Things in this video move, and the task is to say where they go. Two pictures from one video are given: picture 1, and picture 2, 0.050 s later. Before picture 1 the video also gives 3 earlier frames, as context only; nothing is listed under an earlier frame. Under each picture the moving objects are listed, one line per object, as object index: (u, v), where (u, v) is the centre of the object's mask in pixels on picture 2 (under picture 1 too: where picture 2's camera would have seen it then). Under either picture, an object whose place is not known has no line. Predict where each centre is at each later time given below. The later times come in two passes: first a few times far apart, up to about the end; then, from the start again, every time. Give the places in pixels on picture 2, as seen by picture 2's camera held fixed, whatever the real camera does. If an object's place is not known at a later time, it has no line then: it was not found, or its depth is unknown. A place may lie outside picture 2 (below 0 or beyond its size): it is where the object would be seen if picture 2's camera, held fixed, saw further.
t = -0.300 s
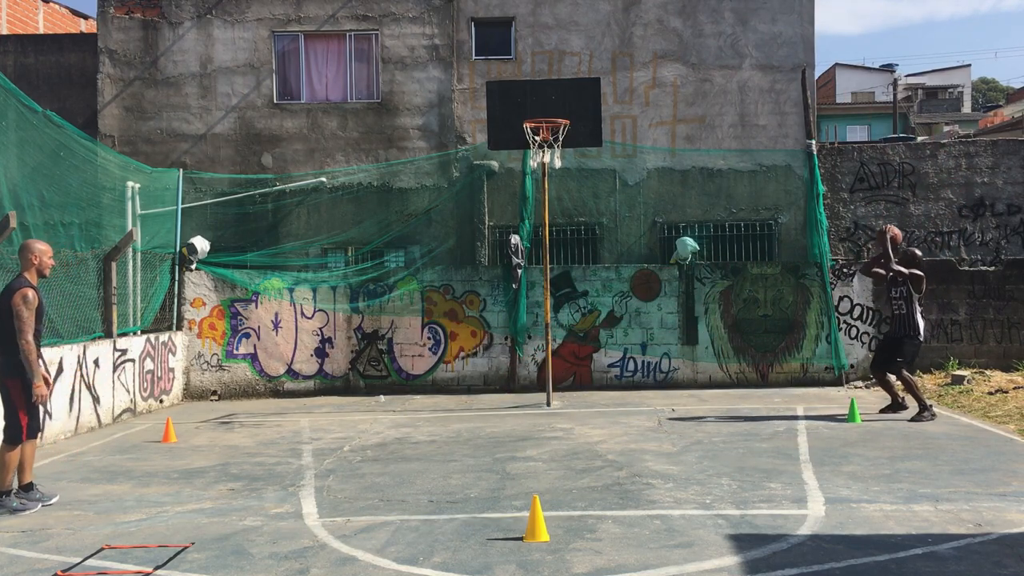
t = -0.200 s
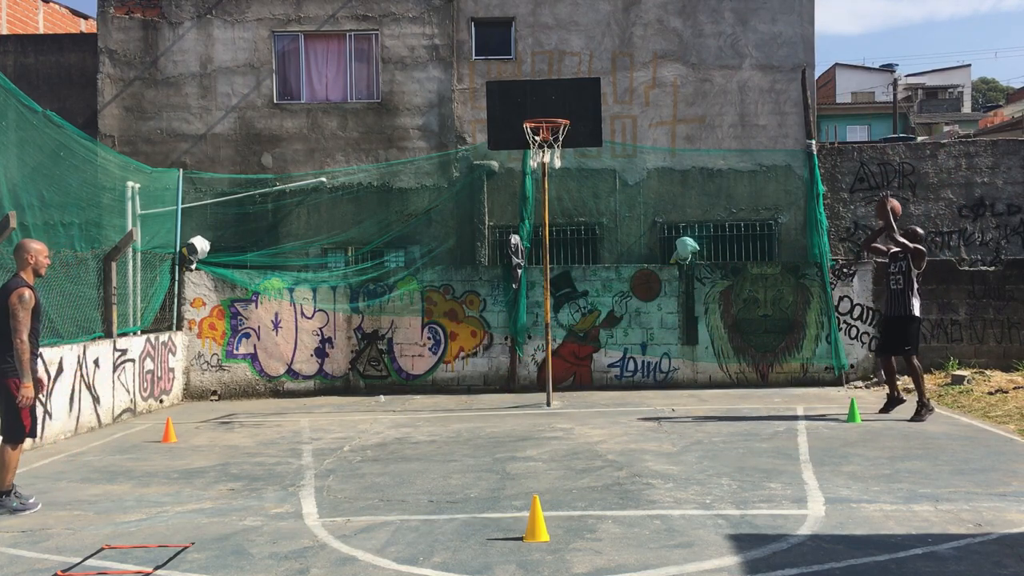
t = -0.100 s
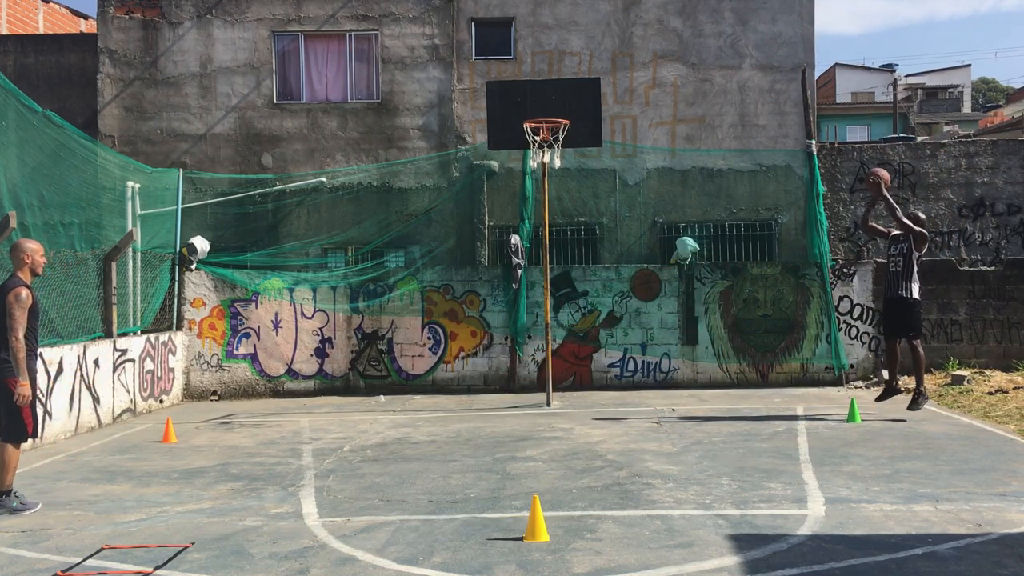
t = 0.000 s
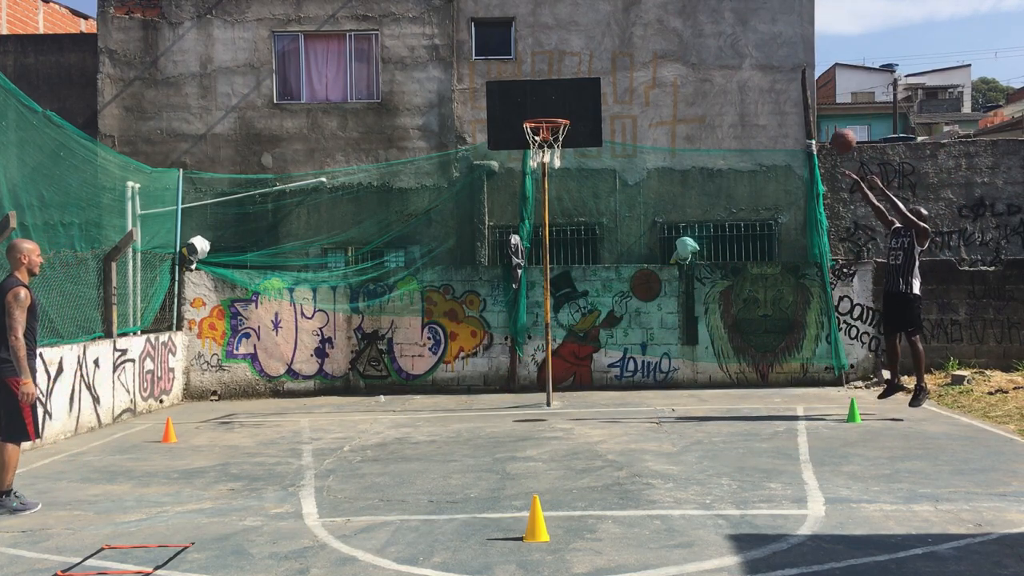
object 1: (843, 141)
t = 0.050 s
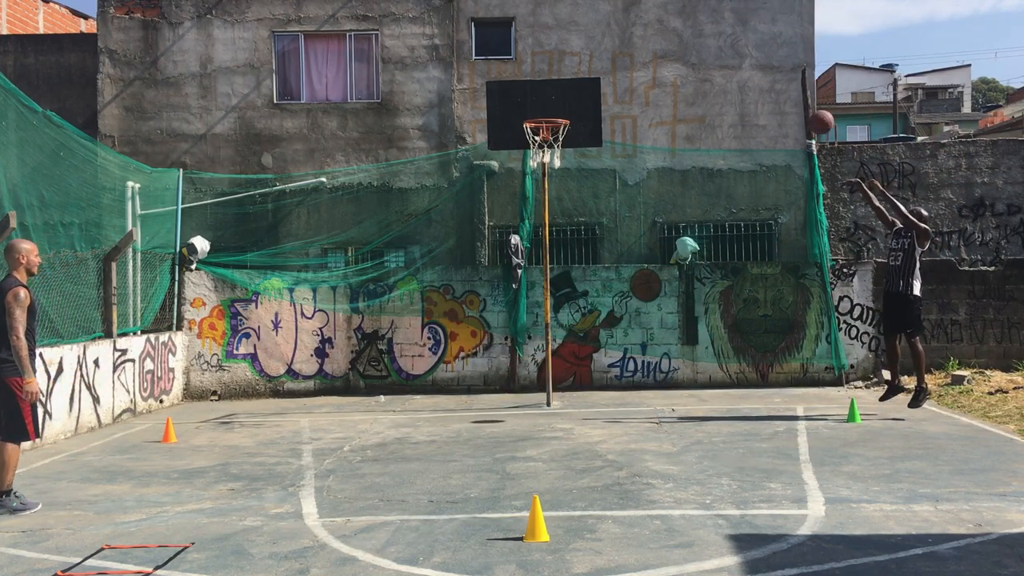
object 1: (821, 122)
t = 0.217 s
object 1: (749, 79)
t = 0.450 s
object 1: (651, 63)
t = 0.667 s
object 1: (563, 95)
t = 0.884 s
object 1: (551, 111)
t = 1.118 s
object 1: (537, 109)
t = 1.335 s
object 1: (543, 131)
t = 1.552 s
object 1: (551, 201)
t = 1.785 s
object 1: (559, 322)
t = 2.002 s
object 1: (562, 368)
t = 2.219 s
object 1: (561, 288)
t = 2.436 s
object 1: (560, 254)
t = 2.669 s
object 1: (558, 264)
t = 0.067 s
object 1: (813, 116)
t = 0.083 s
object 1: (806, 111)
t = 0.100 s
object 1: (799, 106)
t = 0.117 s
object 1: (792, 101)
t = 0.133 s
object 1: (785, 97)
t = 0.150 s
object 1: (777, 93)
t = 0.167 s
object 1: (770, 89)
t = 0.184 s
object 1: (763, 85)
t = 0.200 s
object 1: (756, 82)
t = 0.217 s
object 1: (749, 79)
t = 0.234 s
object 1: (742, 76)
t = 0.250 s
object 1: (735, 73)
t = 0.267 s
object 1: (727, 71)
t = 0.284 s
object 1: (721, 69)
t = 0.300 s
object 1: (714, 67)
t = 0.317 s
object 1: (706, 66)
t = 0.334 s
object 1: (699, 65)
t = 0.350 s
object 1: (692, 64)
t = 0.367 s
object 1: (686, 63)
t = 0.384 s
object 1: (679, 63)
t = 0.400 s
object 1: (671, 62)
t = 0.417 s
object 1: (665, 62)
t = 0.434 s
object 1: (658, 63)
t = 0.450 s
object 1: (651, 63)
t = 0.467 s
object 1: (644, 64)
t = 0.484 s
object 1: (637, 65)
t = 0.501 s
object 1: (630, 67)
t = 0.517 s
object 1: (624, 68)
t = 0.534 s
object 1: (617, 70)
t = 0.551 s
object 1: (610, 72)
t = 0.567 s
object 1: (603, 75)
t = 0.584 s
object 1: (597, 77)
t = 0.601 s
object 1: (590, 81)
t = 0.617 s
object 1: (583, 84)
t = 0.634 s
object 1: (576, 88)
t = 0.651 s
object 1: (571, 91)
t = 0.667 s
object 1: (563, 95)
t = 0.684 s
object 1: (556, 99)
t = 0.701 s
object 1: (549, 105)
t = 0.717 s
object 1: (543, 108)
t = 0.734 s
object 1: (536, 111)
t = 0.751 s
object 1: (532, 116)
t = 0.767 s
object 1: (537, 114)
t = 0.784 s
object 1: (542, 113)
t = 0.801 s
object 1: (547, 113)
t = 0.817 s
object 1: (553, 113)
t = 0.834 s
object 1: (557, 113)
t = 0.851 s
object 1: (554, 113)
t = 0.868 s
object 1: (553, 112)
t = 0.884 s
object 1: (551, 111)
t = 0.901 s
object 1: (550, 110)
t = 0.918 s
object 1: (548, 108)
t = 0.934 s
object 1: (547, 107)
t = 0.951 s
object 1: (545, 107)
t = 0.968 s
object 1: (543, 108)
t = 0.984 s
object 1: (542, 107)
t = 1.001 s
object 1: (540, 108)
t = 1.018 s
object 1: (539, 108)
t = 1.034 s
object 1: (537, 109)
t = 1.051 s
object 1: (535, 109)
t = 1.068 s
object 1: (535, 110)
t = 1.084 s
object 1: (535, 110)
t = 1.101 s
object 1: (536, 109)
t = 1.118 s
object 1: (537, 109)
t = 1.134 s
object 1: (537, 109)
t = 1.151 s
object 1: (538, 110)
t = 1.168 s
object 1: (538, 110)
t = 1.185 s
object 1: (539, 110)
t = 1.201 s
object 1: (539, 111)
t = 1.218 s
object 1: (540, 112)
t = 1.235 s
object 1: (541, 114)
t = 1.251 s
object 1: (541, 115)
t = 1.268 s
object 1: (542, 122)
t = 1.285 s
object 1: (542, 126)
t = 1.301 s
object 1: (543, 128)
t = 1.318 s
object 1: (543, 130)
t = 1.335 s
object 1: (543, 131)
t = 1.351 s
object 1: (544, 134)
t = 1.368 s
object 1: (546, 141)
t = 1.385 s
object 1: (546, 145)
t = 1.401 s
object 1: (547, 149)
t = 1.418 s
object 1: (547, 152)
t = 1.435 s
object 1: (548, 161)
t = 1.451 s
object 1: (549, 165)
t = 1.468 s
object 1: (549, 170)
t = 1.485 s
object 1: (549, 176)
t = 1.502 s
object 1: (550, 182)
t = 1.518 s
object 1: (550, 188)
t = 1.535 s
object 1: (551, 194)
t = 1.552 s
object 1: (551, 201)
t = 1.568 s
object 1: (552, 208)
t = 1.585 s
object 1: (553, 216)
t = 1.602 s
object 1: (553, 223)
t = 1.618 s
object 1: (554, 231)
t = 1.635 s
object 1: (554, 238)
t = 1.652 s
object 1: (555, 247)
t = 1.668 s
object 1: (557, 255)
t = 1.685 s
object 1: (556, 264)
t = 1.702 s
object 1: (557, 273)
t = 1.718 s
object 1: (558, 282)
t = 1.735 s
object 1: (558, 292)
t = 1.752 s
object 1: (558, 301)
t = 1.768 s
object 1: (559, 311)
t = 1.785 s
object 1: (559, 322)
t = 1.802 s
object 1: (560, 332)
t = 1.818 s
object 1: (561, 344)
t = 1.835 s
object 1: (562, 352)
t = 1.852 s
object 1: (562, 366)
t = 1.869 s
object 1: (563, 376)
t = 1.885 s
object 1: (564, 388)
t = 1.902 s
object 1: (564, 400)
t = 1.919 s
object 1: (564, 406)
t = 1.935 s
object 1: (564, 398)
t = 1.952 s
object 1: (564, 389)
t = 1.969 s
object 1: (564, 381)
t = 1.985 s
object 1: (563, 374)
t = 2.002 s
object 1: (562, 368)
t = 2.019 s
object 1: (562, 365)
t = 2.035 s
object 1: (563, 350)
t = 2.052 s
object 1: (563, 344)
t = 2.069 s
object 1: (563, 337)
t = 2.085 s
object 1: (562, 331)
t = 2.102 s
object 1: (563, 324)
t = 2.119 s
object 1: (562, 318)
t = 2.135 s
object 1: (562, 313)
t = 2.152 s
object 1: (562, 307)
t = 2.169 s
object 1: (561, 302)
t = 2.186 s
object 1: (561, 297)
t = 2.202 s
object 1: (561, 292)
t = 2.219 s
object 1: (561, 288)
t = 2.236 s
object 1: (561, 284)
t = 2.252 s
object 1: (560, 280)
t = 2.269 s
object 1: (560, 276)
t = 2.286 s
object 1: (560, 272)
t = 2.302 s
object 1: (560, 269)
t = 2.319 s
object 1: (560, 266)
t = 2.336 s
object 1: (560, 264)
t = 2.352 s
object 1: (560, 262)
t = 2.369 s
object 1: (560, 258)
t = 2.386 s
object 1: (560, 257)
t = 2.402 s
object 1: (560, 256)
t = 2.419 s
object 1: (560, 254)
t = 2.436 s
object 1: (560, 254)
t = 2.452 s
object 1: (559, 252)
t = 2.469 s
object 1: (559, 251)
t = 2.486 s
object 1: (559, 251)
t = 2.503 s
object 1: (559, 251)
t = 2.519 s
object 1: (559, 251)
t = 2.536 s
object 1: (559, 252)
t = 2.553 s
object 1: (559, 253)
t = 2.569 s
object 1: (559, 253)
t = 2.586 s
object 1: (559, 254)
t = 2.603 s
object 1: (559, 256)
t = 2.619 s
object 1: (559, 257)
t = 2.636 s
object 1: (559, 259)
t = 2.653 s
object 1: (559, 262)
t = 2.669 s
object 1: (558, 264)
